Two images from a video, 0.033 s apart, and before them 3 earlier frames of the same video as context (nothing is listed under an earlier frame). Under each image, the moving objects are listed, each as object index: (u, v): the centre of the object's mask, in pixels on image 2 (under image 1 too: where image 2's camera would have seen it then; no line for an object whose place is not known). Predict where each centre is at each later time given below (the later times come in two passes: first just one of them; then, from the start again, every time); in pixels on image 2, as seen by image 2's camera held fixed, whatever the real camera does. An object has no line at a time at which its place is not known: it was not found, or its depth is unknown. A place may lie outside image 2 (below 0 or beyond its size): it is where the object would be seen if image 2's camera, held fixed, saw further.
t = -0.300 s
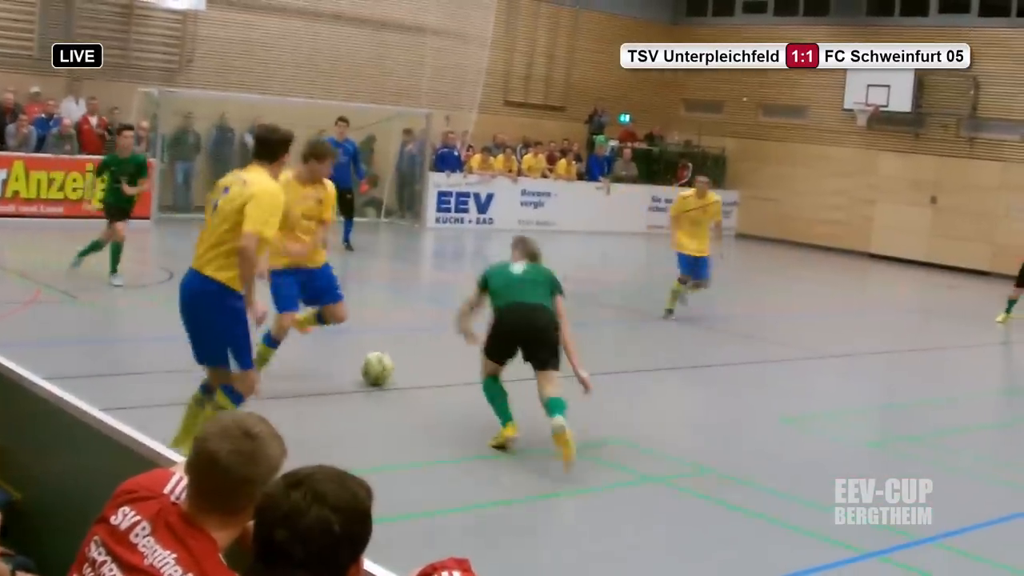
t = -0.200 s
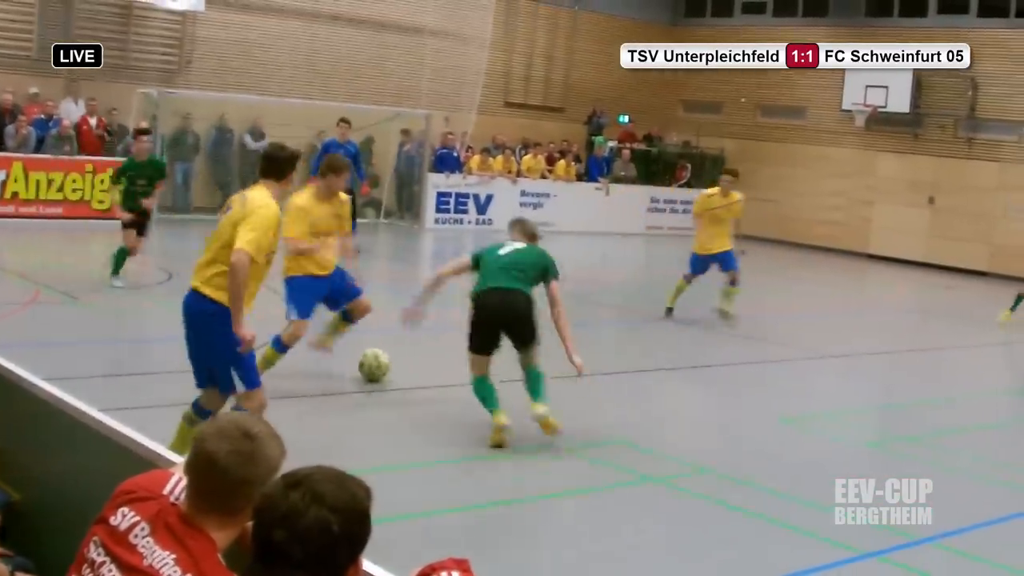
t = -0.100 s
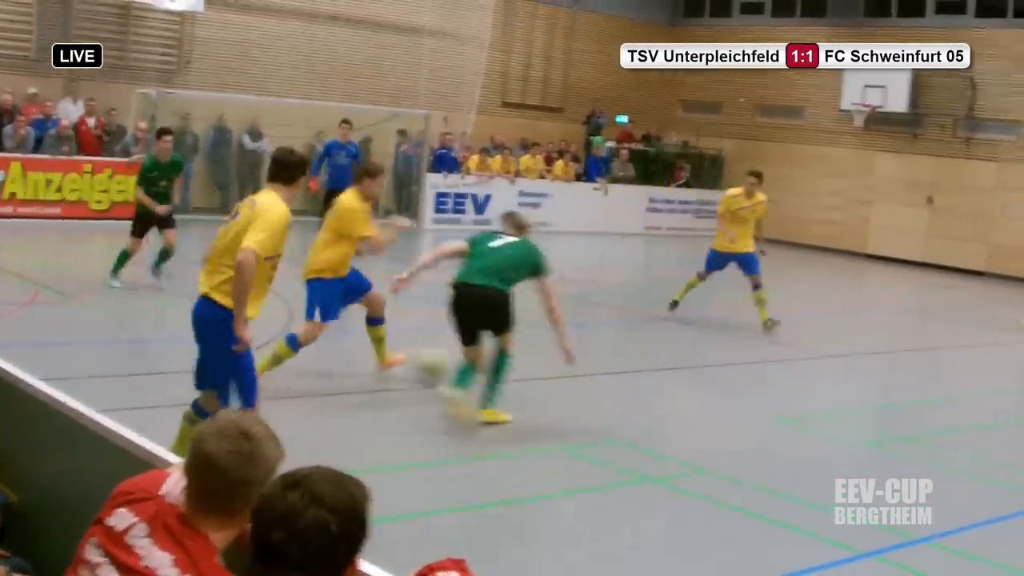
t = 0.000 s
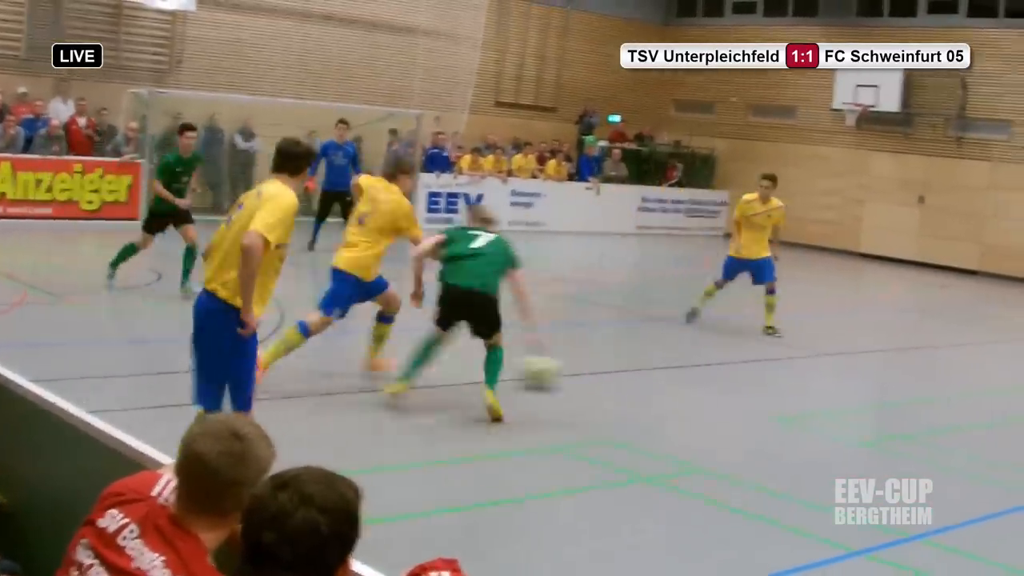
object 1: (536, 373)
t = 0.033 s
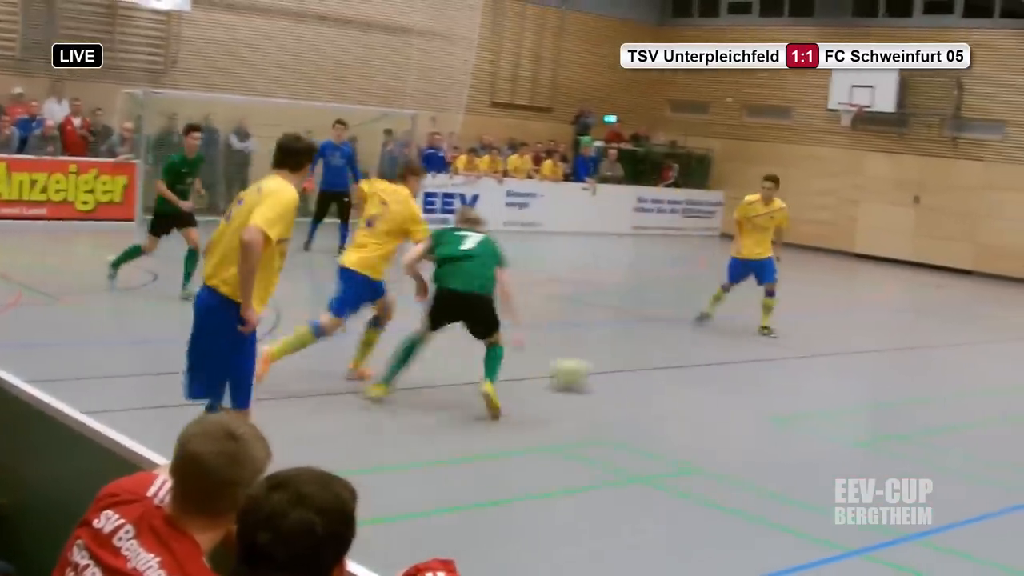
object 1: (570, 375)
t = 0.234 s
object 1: (759, 387)
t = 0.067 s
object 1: (604, 378)
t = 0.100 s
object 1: (637, 380)
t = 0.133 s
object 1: (669, 381)
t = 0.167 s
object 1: (699, 383)
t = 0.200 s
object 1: (728, 385)
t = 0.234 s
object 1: (759, 387)
